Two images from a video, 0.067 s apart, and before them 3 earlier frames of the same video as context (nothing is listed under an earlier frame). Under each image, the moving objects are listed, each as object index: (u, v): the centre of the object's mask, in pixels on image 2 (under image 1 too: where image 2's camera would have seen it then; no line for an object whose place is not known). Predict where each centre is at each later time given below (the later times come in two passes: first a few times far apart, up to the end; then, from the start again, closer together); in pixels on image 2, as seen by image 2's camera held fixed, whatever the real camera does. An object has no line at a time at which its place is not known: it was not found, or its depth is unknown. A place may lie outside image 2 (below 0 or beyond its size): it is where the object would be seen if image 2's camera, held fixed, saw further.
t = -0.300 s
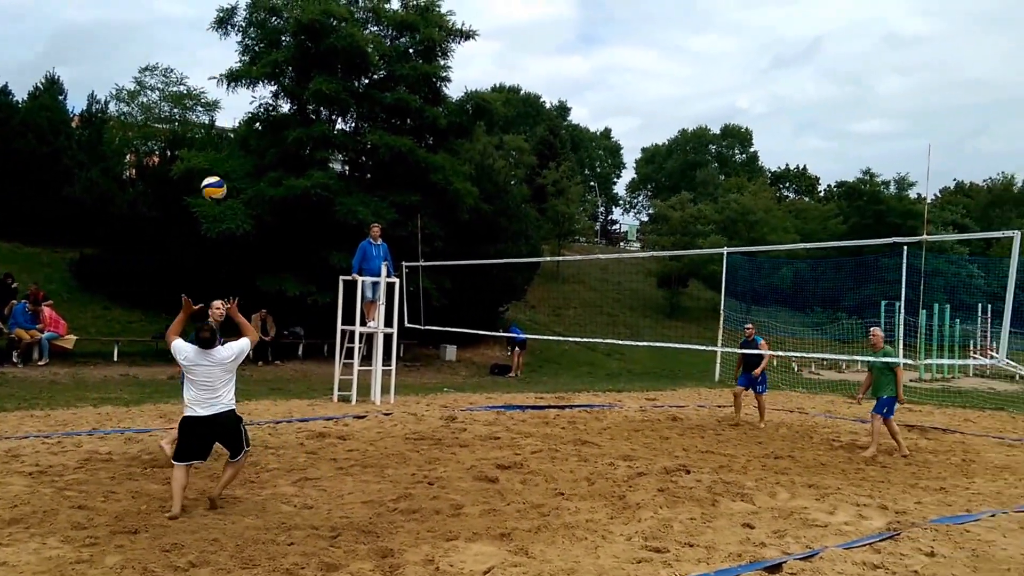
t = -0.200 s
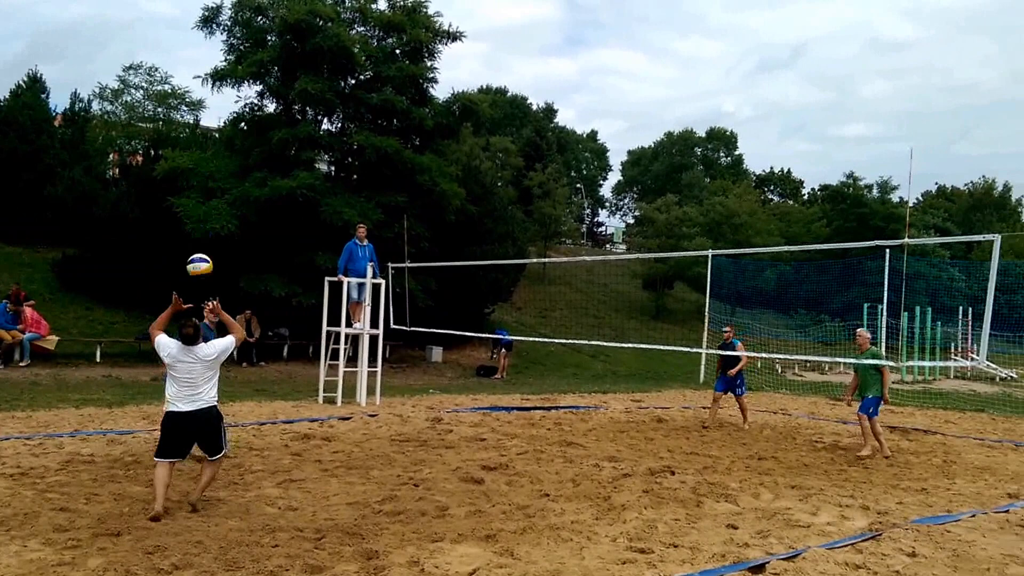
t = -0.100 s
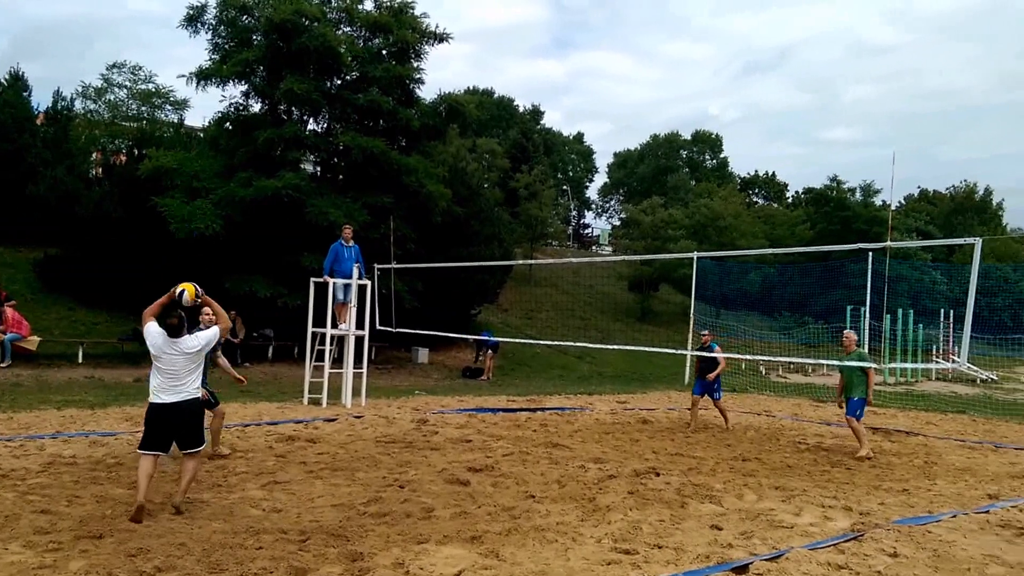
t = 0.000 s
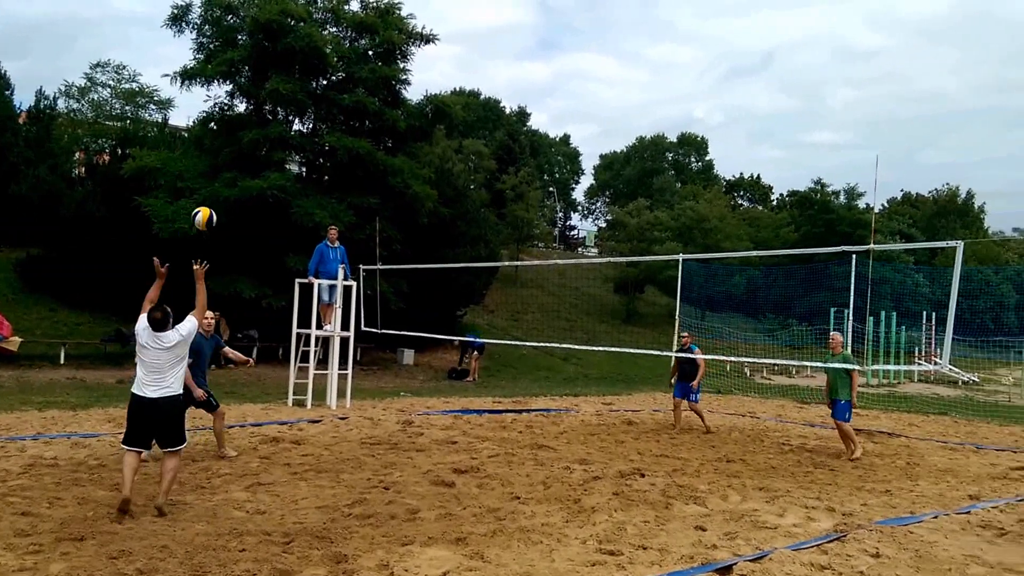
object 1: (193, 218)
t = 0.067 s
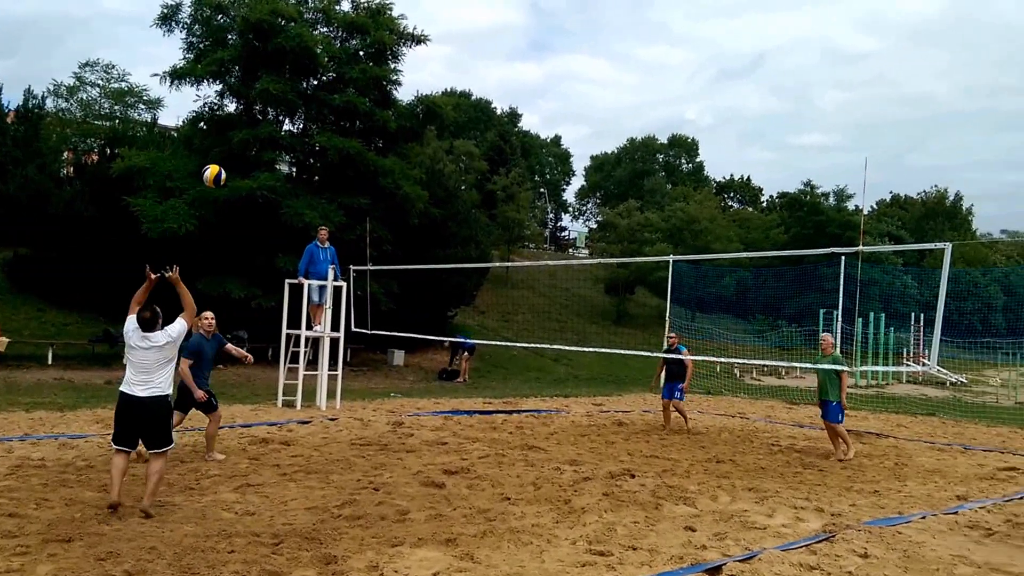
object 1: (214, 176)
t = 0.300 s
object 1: (273, 77)
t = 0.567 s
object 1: (323, 38)
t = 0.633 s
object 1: (334, 38)
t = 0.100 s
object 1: (223, 157)
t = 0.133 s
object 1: (233, 140)
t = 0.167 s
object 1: (241, 125)
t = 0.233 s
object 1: (258, 98)
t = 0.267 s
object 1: (266, 87)
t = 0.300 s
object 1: (273, 77)
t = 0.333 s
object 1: (280, 68)
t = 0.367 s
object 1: (287, 61)
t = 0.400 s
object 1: (294, 54)
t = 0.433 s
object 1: (300, 49)
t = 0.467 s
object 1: (306, 44)
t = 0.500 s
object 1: (312, 41)
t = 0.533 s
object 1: (318, 39)
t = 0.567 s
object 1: (323, 38)
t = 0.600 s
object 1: (328, 37)
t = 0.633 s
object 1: (334, 38)
